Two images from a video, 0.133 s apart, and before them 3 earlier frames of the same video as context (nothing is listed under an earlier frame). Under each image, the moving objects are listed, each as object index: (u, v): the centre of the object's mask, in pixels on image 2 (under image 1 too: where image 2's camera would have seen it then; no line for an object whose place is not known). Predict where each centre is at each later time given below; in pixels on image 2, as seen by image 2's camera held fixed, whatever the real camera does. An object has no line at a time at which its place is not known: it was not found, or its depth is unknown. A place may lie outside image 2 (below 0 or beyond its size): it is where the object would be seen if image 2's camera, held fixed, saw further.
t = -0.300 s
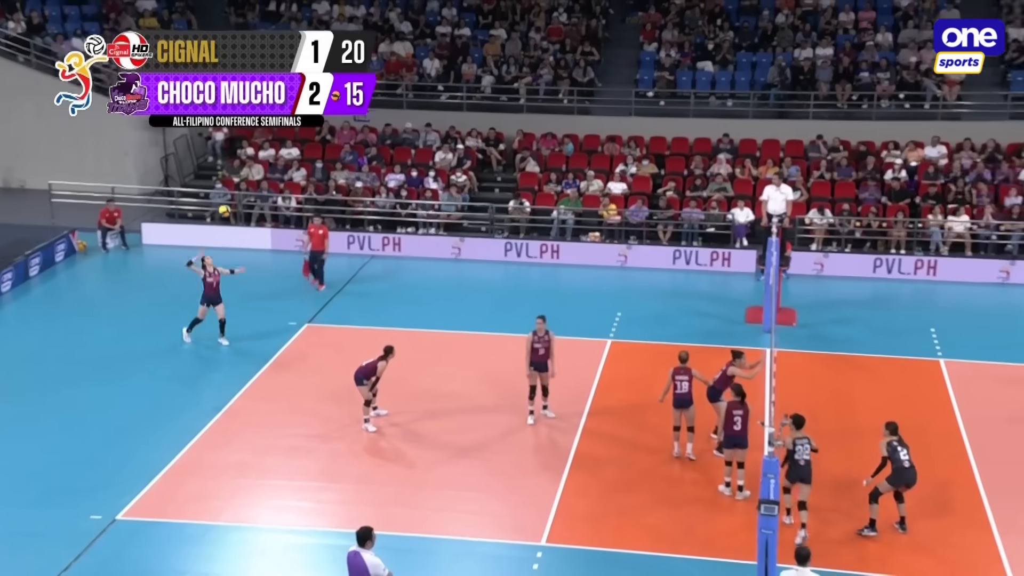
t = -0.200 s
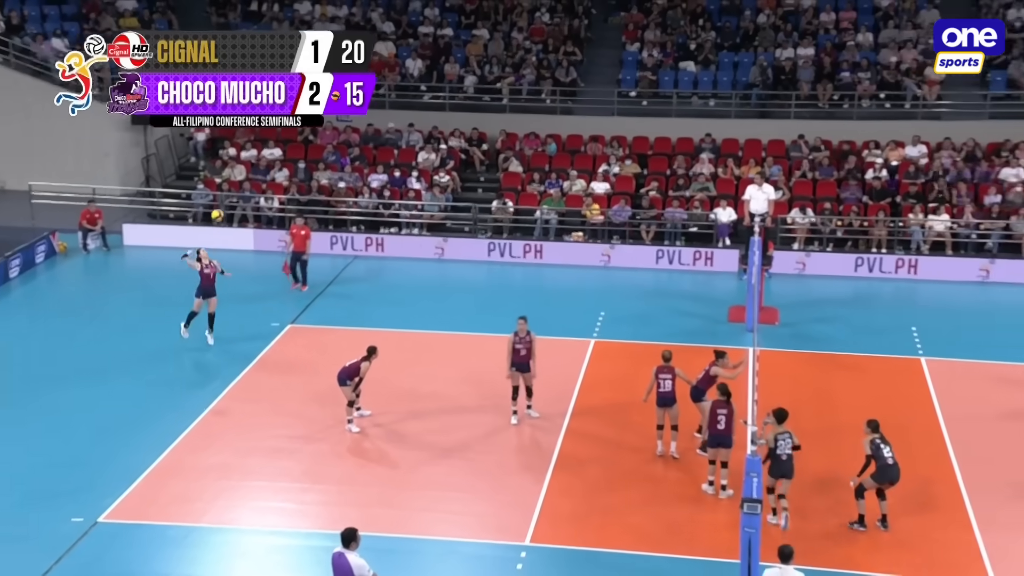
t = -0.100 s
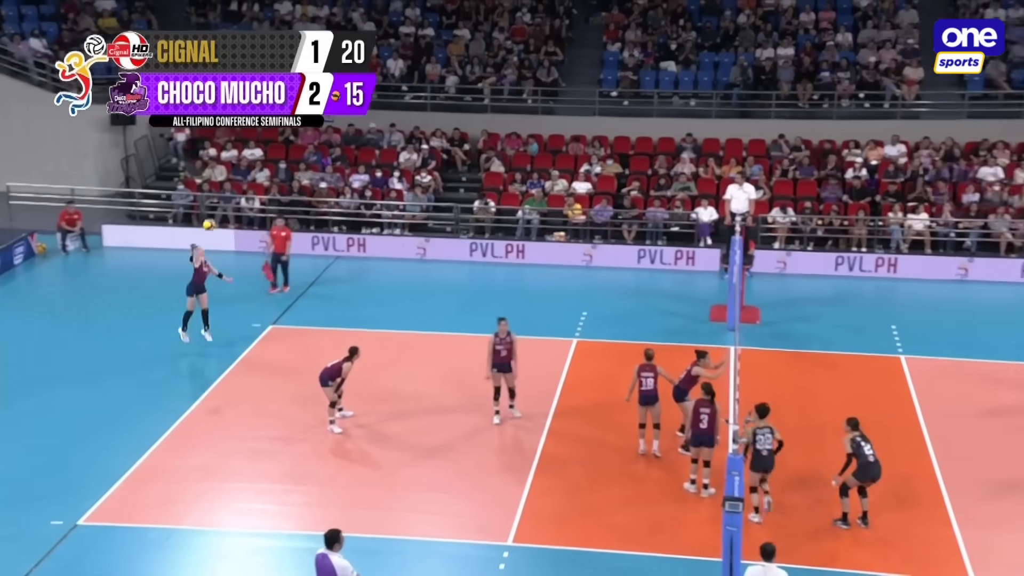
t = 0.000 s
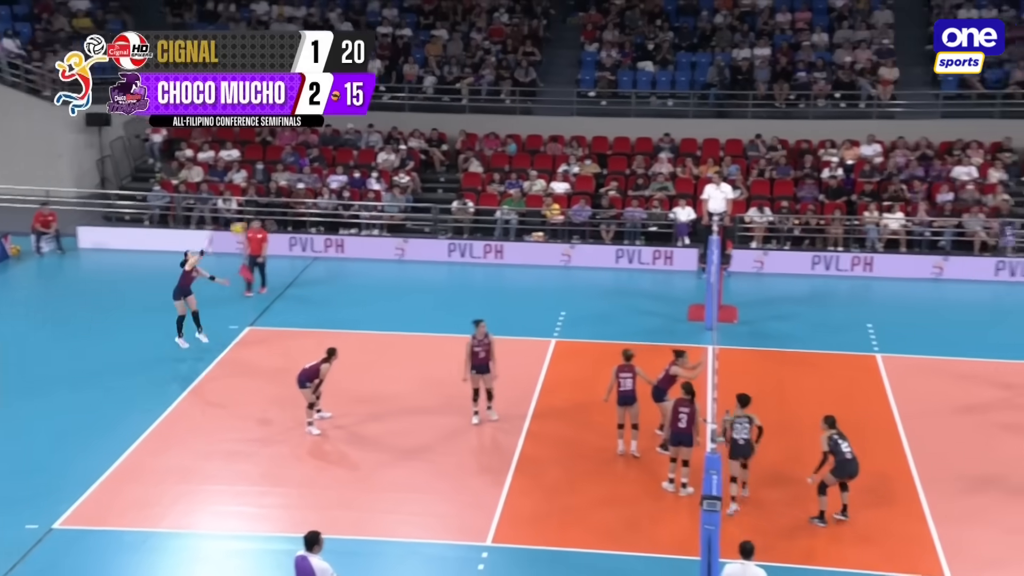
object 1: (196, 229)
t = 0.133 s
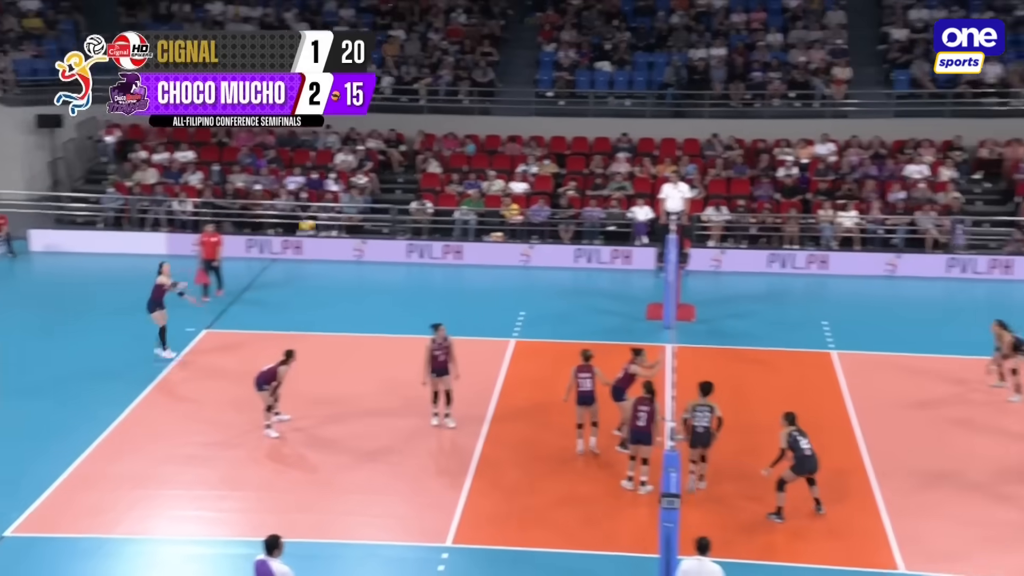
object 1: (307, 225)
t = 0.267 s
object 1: (420, 229)
